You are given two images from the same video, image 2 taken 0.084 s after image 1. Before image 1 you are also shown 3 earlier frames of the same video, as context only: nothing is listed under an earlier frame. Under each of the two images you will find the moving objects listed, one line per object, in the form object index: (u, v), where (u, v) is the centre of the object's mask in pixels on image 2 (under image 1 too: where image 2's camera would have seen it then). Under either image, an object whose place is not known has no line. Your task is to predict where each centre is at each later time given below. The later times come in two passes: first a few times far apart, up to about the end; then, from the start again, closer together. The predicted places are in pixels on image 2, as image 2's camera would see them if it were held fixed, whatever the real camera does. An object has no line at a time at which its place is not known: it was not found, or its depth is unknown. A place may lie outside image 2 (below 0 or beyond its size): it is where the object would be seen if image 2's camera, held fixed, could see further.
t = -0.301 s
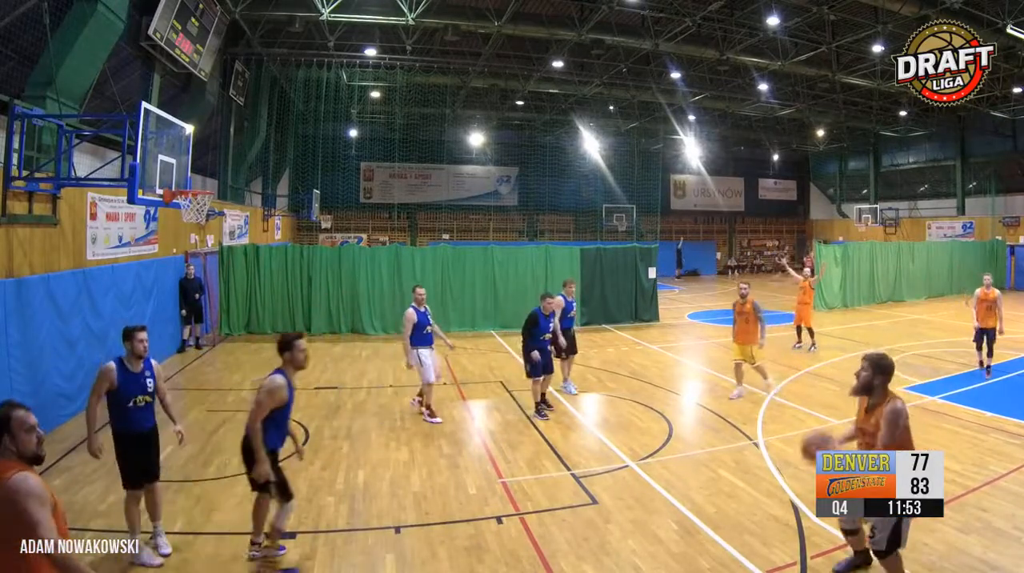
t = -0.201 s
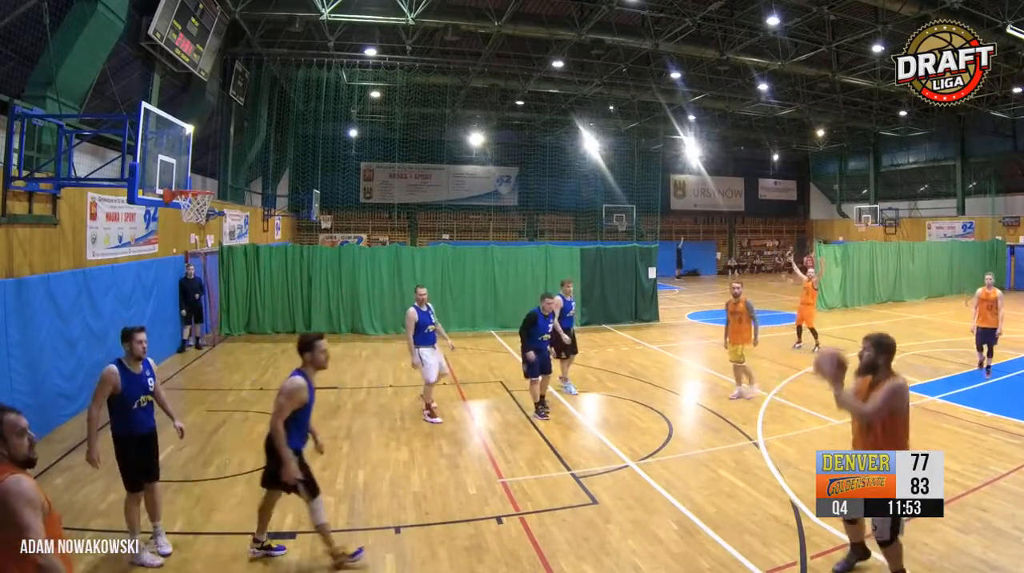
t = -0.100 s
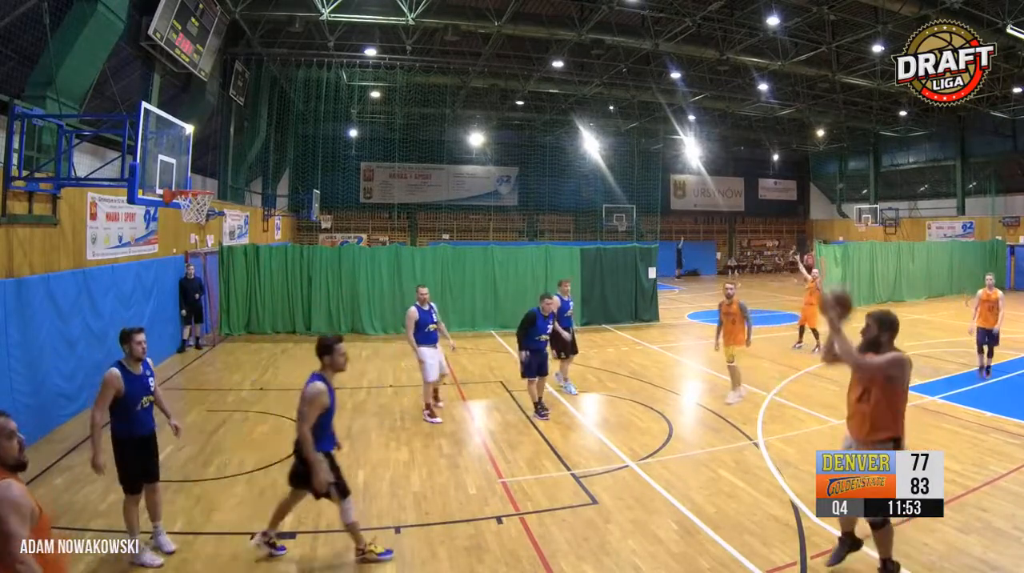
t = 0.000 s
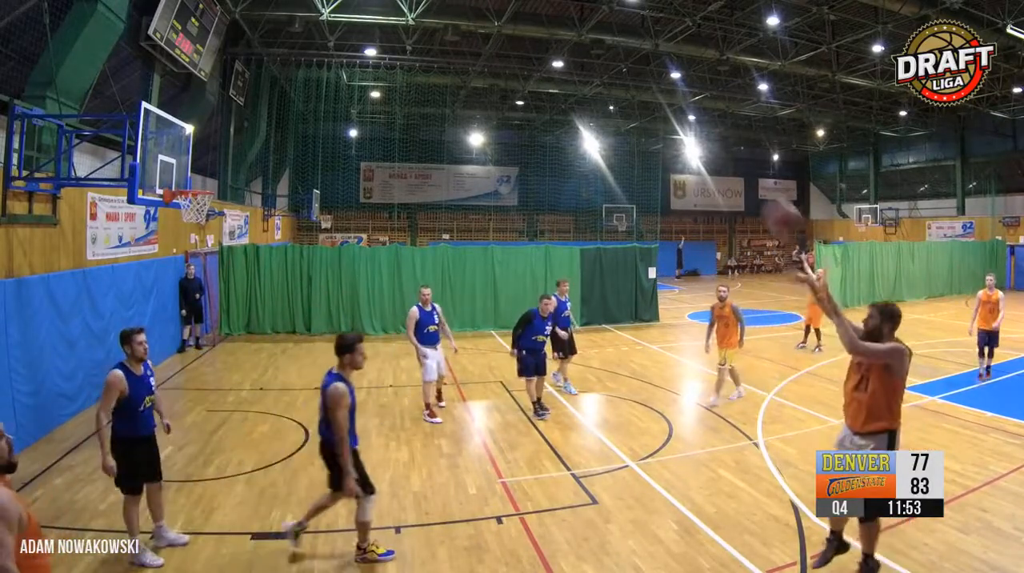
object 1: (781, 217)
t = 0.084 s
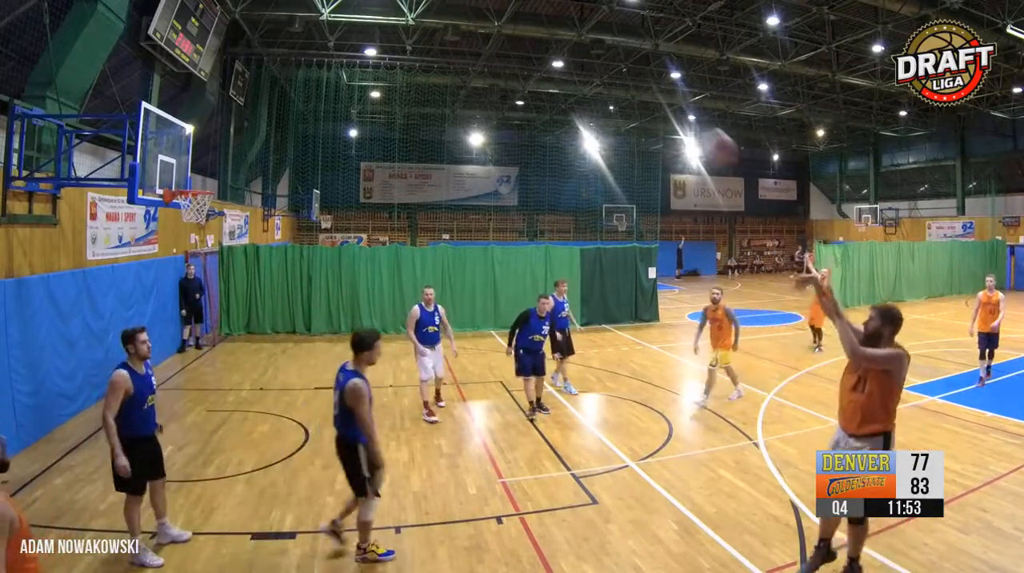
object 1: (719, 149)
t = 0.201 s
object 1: (632, 75)
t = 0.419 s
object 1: (503, 8)
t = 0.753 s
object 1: (354, 9)
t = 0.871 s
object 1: (311, 34)
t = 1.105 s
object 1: (236, 114)
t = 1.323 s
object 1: (198, 197)
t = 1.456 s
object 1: (195, 221)
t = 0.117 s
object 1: (693, 118)
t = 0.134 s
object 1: (679, 107)
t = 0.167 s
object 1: (654, 93)
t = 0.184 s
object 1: (645, 84)
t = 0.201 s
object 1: (632, 75)
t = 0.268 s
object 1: (589, 45)
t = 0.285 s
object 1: (579, 39)
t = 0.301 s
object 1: (569, 33)
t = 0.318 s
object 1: (559, 27)
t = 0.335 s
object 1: (548, 21)
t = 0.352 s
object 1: (539, 16)
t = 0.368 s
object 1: (530, 13)
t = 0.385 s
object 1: (521, 11)
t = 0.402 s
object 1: (512, 9)
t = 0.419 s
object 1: (503, 8)
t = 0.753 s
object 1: (354, 9)
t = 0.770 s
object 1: (347, 12)
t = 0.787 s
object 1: (341, 15)
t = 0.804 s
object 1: (334, 19)
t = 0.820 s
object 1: (329, 25)
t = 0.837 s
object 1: (322, 27)
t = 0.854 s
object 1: (316, 31)
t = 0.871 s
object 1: (311, 34)
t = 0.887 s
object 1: (305, 39)
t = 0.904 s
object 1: (299, 44)
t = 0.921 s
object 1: (293, 50)
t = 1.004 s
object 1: (266, 75)
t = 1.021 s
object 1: (260, 82)
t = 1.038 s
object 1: (256, 87)
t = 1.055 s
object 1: (252, 93)
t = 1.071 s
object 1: (247, 101)
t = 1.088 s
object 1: (242, 107)
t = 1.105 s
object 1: (236, 114)
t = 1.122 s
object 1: (231, 119)
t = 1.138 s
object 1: (227, 127)
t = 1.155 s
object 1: (222, 135)
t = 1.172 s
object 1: (218, 141)
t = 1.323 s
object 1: (198, 197)
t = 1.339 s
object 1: (197, 198)
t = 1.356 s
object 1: (193, 202)
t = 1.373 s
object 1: (191, 206)
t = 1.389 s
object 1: (194, 205)
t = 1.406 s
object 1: (191, 209)
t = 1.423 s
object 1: (194, 214)
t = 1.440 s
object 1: (195, 220)
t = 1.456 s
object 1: (195, 221)
